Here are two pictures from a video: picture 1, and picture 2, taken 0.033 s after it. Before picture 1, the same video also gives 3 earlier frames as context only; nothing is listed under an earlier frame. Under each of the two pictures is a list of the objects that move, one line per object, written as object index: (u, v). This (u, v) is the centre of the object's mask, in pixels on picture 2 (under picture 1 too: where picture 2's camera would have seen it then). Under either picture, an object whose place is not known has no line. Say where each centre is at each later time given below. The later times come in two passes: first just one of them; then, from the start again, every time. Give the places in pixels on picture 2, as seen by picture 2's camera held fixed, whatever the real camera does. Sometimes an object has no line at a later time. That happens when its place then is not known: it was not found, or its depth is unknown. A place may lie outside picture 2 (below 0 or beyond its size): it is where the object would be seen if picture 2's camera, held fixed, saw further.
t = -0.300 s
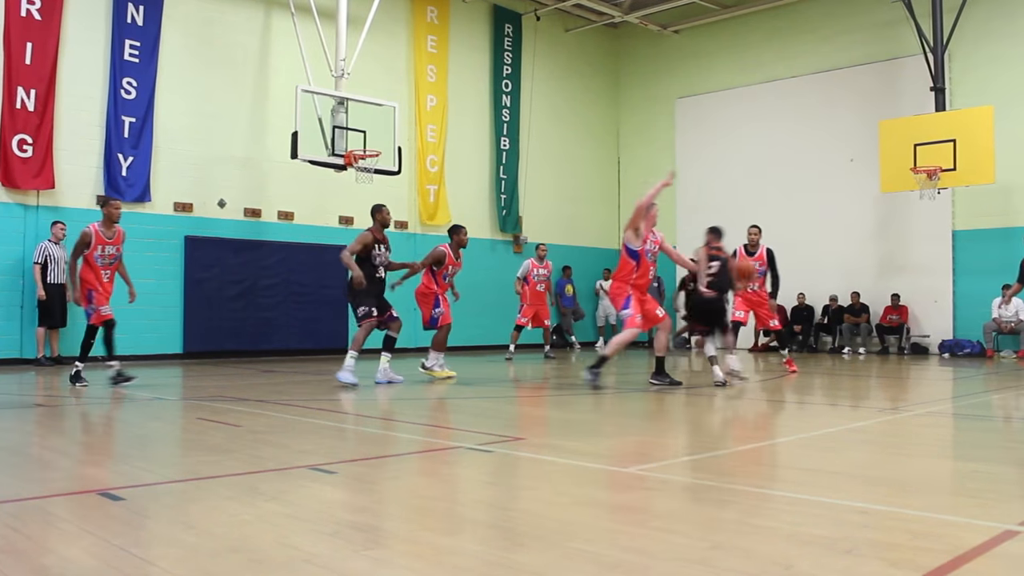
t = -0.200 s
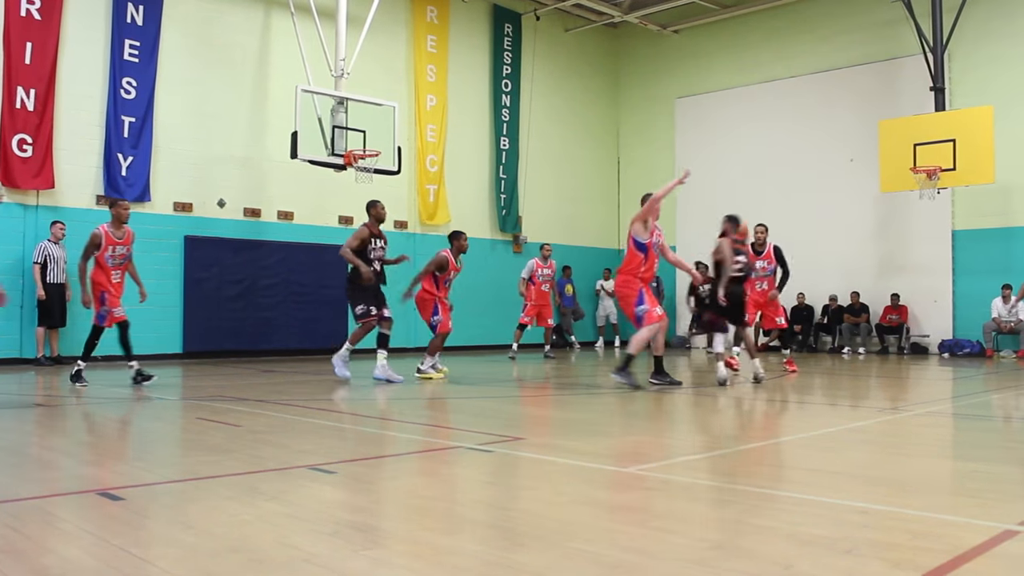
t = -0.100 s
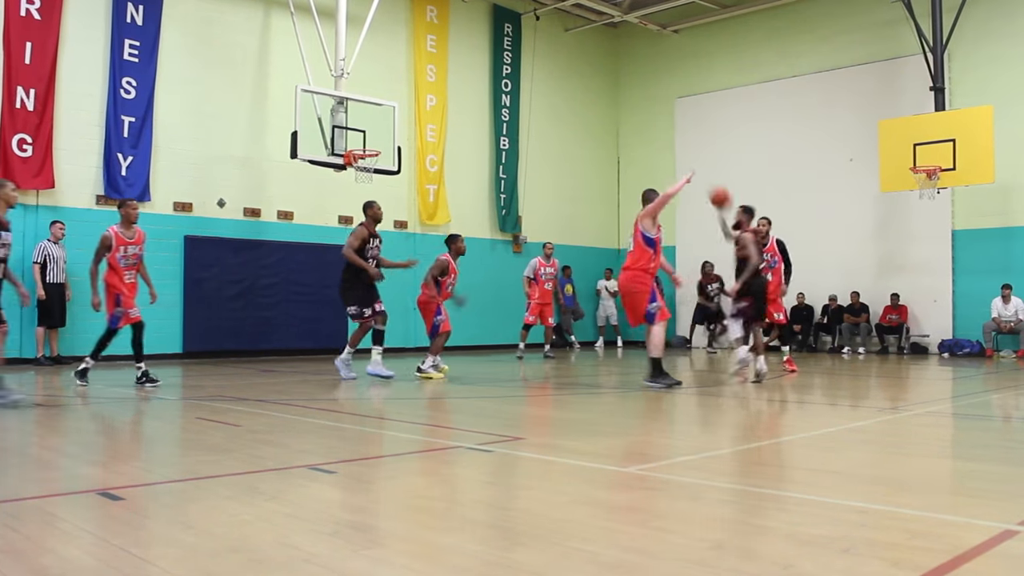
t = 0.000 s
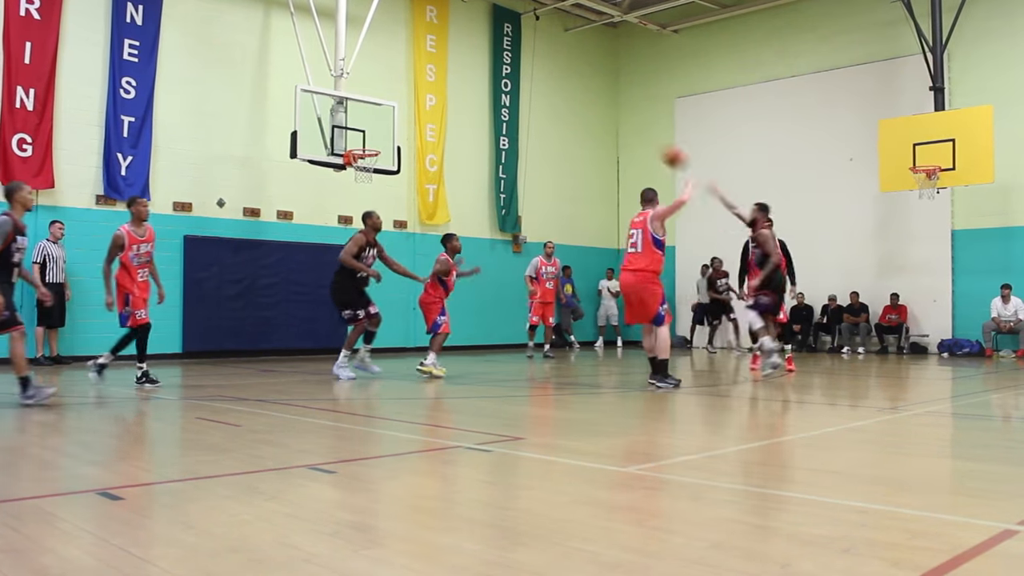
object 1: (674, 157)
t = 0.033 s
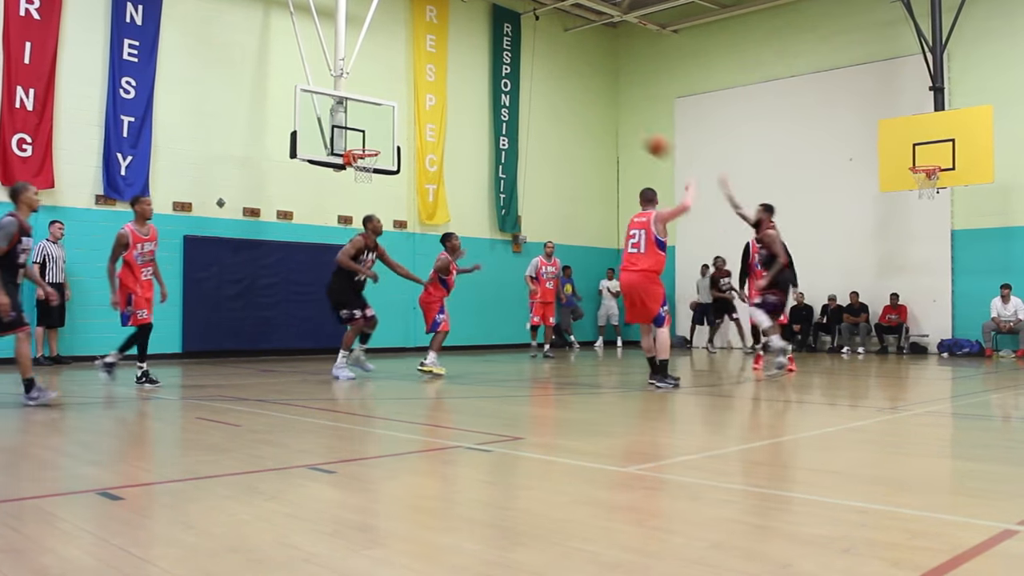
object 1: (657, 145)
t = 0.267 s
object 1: (548, 97)
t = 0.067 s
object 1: (641, 136)
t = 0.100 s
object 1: (624, 126)
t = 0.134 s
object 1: (609, 119)
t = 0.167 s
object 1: (593, 112)
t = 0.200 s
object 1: (578, 106)
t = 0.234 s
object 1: (563, 101)
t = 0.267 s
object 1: (548, 97)
